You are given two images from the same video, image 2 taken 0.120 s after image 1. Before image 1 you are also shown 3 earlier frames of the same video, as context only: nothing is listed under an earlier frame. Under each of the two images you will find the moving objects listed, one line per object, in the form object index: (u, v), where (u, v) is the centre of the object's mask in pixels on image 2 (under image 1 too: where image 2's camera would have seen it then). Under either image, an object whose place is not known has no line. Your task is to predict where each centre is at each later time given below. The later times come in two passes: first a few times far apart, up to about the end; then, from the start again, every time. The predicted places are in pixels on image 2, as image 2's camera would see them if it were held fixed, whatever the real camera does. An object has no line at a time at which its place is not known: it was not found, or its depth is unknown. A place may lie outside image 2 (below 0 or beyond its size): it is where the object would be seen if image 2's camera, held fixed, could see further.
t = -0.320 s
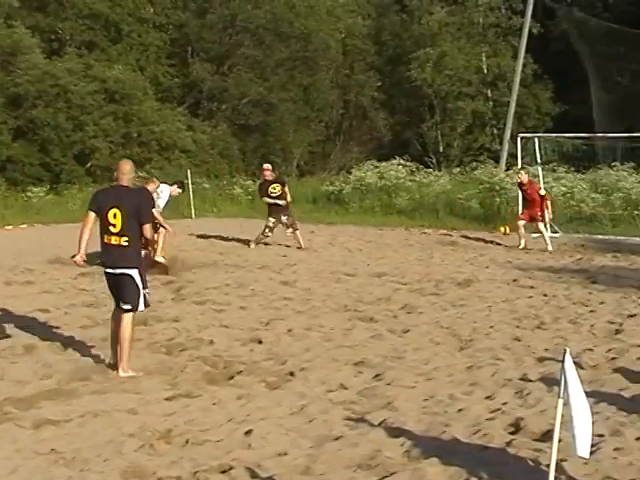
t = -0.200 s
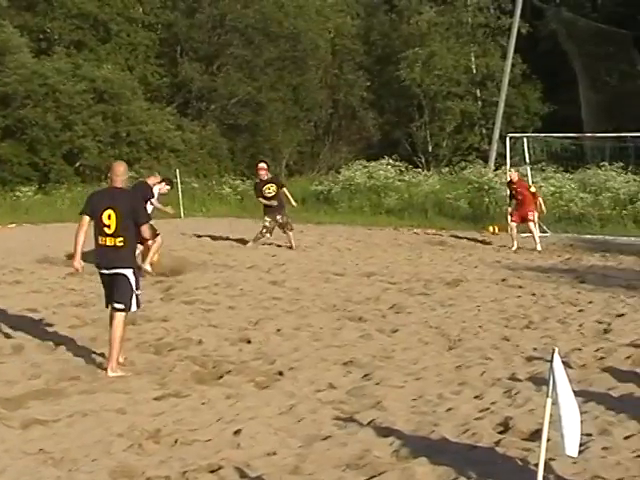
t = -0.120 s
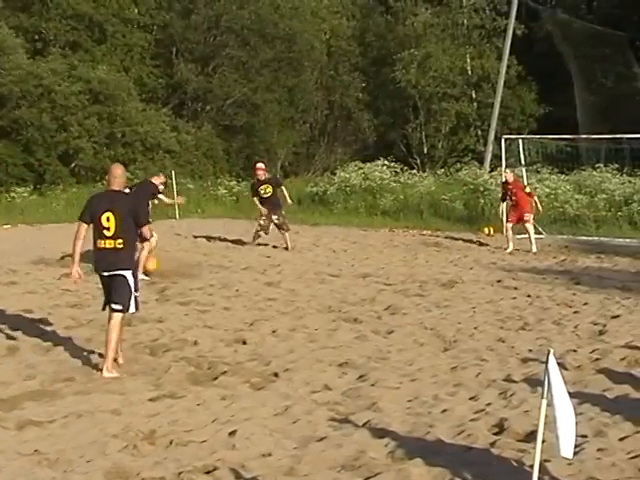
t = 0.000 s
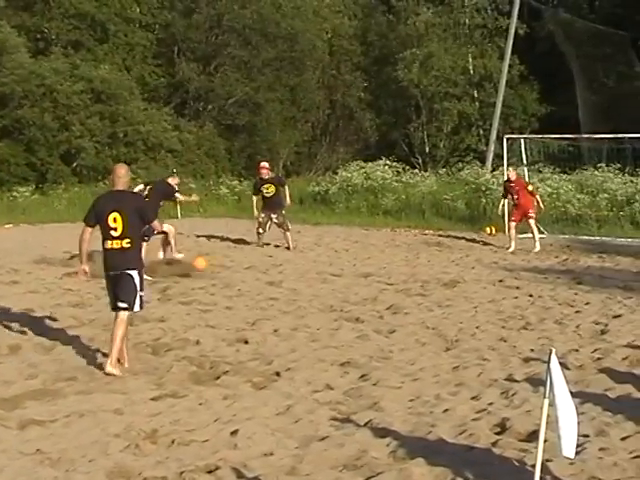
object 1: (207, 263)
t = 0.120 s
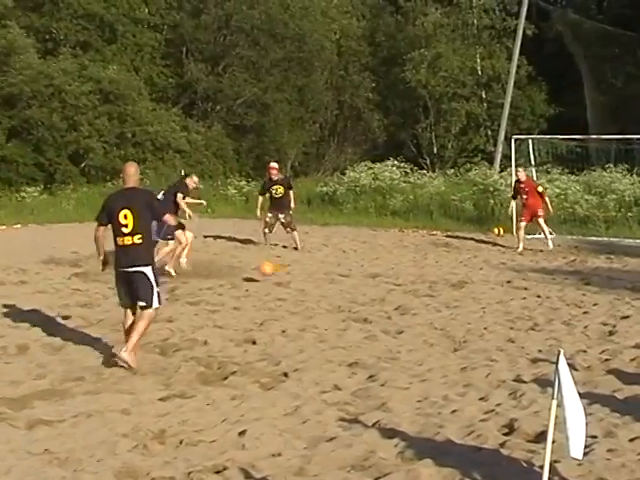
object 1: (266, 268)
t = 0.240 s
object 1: (324, 278)
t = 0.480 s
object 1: (381, 254)
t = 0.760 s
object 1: (448, 283)
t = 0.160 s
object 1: (288, 272)
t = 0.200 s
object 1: (308, 277)
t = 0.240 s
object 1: (324, 278)
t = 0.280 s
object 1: (333, 271)
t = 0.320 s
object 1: (343, 266)
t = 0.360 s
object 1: (353, 261)
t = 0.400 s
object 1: (362, 258)
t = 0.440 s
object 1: (371, 256)
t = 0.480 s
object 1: (381, 254)
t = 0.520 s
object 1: (390, 255)
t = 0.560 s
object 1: (400, 257)
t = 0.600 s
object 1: (409, 259)
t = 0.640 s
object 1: (419, 263)
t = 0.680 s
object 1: (428, 268)
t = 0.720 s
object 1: (438, 275)
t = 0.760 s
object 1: (448, 283)
